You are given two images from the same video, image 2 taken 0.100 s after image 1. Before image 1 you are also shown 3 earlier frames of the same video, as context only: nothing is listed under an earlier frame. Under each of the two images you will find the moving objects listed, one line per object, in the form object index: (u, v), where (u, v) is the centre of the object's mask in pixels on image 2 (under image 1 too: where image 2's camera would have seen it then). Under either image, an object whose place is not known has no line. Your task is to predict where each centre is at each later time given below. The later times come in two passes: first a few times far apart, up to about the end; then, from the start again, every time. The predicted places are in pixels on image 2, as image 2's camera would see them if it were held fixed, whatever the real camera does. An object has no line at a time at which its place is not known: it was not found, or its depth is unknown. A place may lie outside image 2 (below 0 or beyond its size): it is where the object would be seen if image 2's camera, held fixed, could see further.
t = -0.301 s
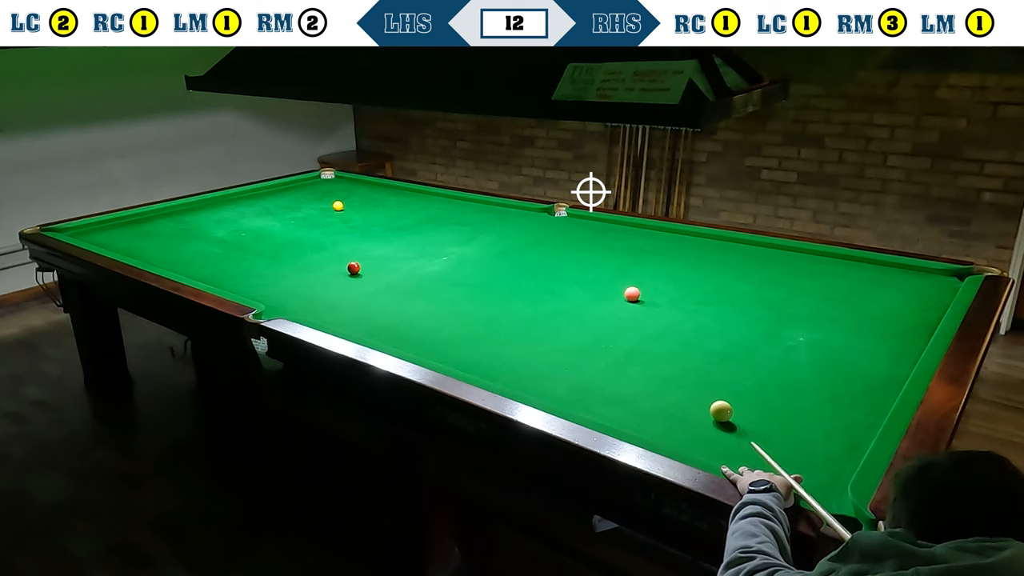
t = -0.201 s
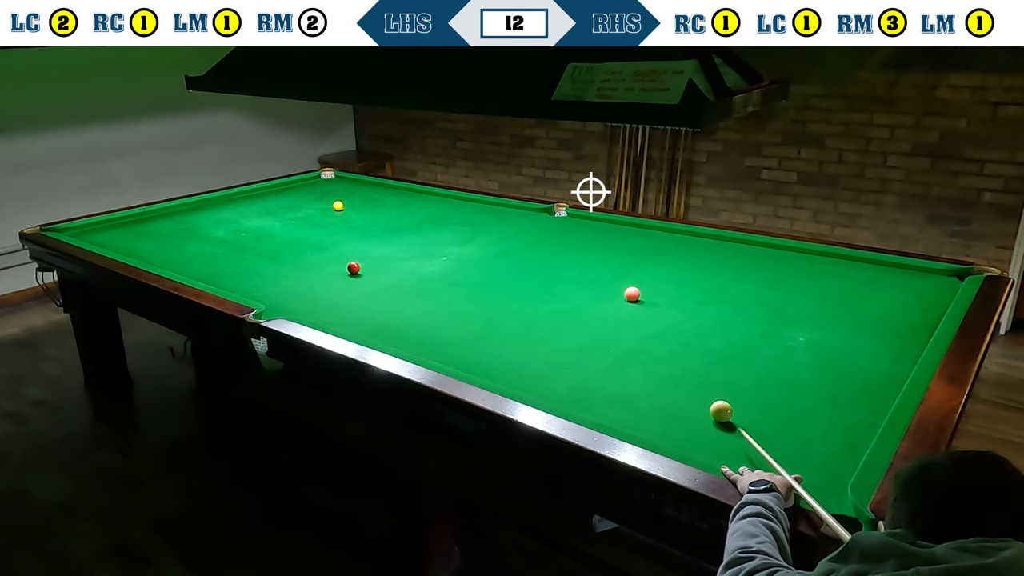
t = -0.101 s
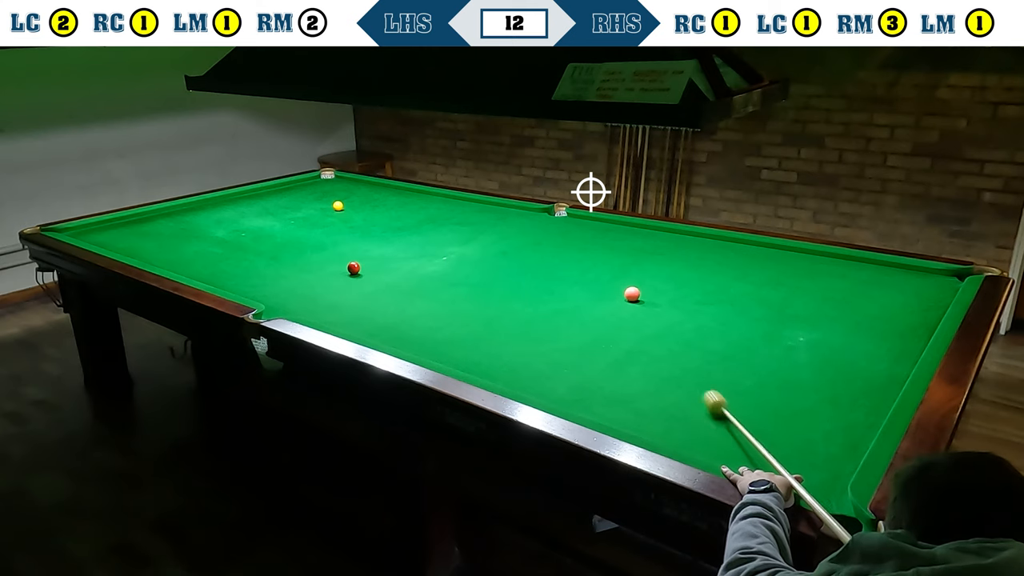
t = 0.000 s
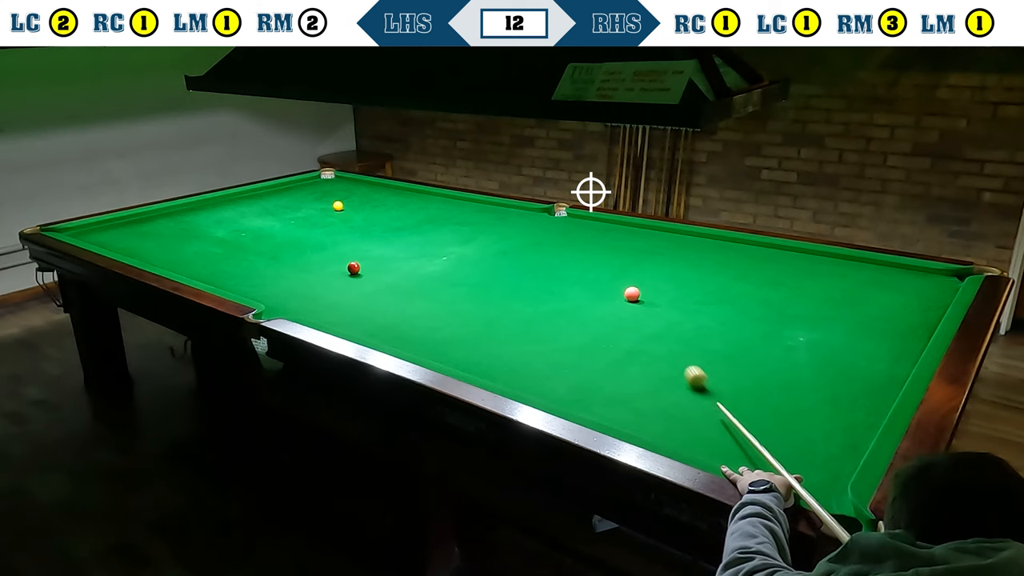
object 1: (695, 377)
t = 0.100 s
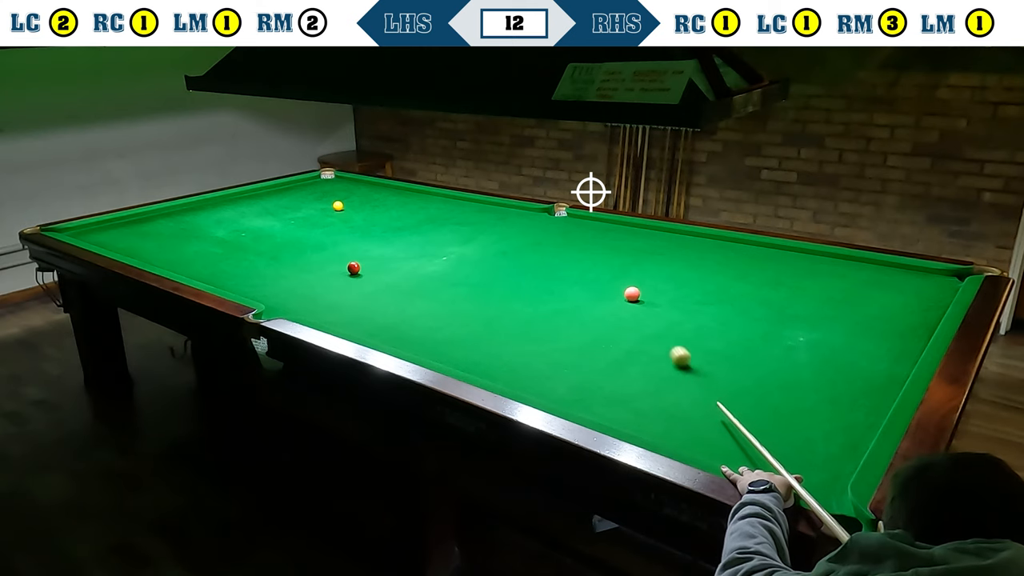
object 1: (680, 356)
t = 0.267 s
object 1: (659, 328)
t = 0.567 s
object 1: (640, 297)
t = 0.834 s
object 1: (642, 289)
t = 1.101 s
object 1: (644, 281)
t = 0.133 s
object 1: (675, 350)
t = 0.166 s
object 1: (671, 344)
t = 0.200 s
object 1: (667, 339)
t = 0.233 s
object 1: (663, 333)
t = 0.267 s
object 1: (659, 328)
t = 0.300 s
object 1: (655, 322)
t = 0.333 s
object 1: (652, 318)
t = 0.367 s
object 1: (648, 313)
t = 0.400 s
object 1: (645, 308)
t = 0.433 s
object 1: (642, 304)
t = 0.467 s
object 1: (639, 300)
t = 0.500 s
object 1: (639, 299)
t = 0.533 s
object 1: (640, 298)
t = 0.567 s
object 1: (640, 297)
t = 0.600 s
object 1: (641, 296)
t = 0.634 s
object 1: (641, 295)
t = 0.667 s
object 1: (641, 294)
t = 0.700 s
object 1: (641, 293)
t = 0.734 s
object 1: (641, 292)
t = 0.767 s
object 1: (642, 291)
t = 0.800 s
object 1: (642, 290)
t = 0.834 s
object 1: (642, 289)
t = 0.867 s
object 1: (642, 288)
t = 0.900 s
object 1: (643, 287)
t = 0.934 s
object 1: (643, 286)
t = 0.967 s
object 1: (643, 285)
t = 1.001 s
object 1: (643, 284)
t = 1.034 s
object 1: (643, 283)
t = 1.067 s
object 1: (644, 282)
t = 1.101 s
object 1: (644, 281)
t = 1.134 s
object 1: (644, 280)
